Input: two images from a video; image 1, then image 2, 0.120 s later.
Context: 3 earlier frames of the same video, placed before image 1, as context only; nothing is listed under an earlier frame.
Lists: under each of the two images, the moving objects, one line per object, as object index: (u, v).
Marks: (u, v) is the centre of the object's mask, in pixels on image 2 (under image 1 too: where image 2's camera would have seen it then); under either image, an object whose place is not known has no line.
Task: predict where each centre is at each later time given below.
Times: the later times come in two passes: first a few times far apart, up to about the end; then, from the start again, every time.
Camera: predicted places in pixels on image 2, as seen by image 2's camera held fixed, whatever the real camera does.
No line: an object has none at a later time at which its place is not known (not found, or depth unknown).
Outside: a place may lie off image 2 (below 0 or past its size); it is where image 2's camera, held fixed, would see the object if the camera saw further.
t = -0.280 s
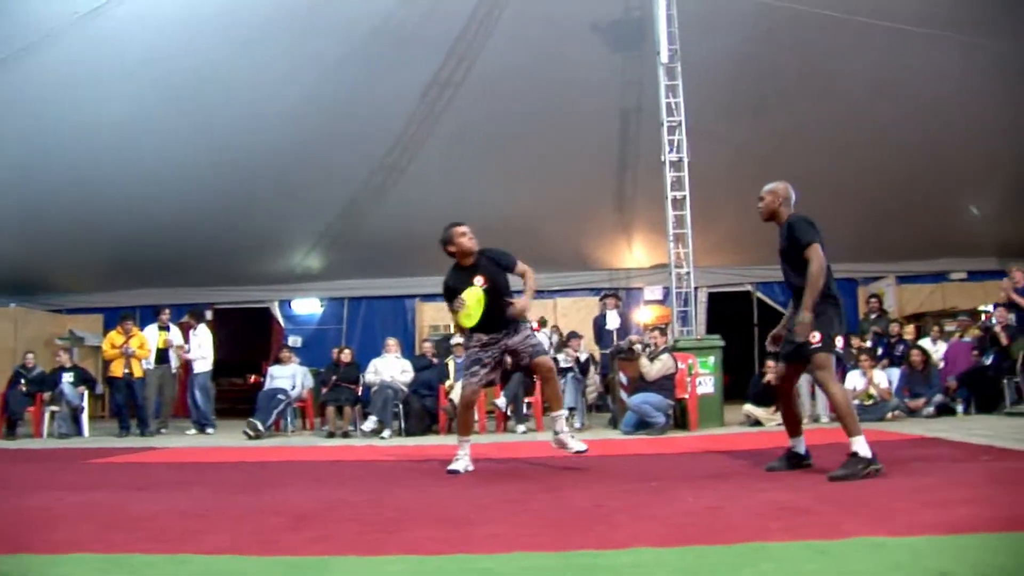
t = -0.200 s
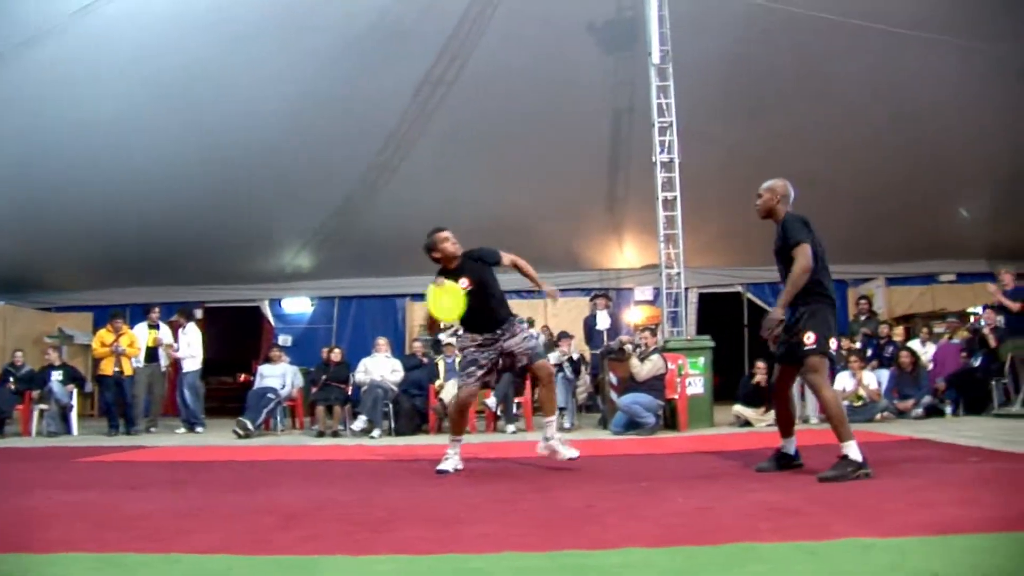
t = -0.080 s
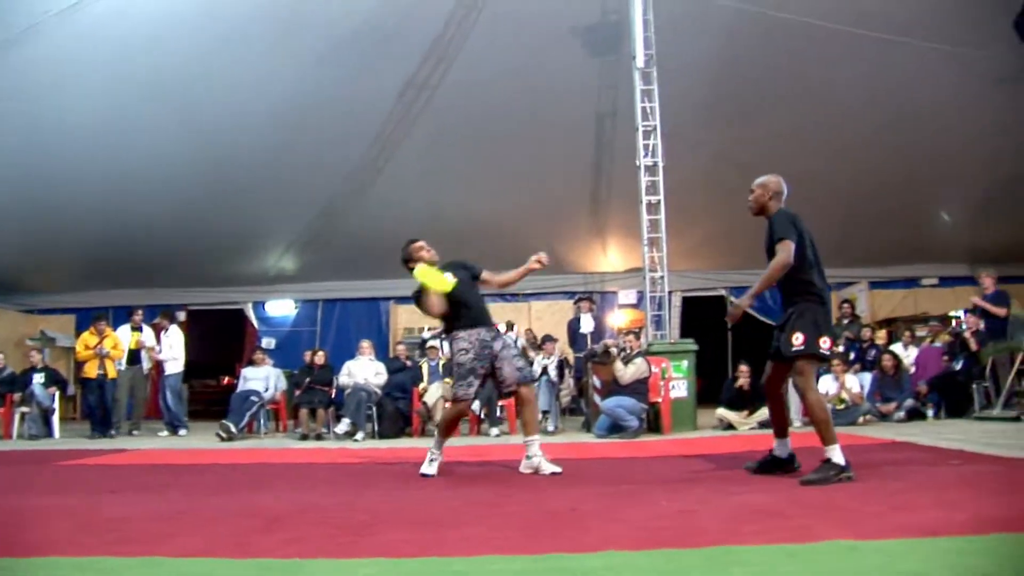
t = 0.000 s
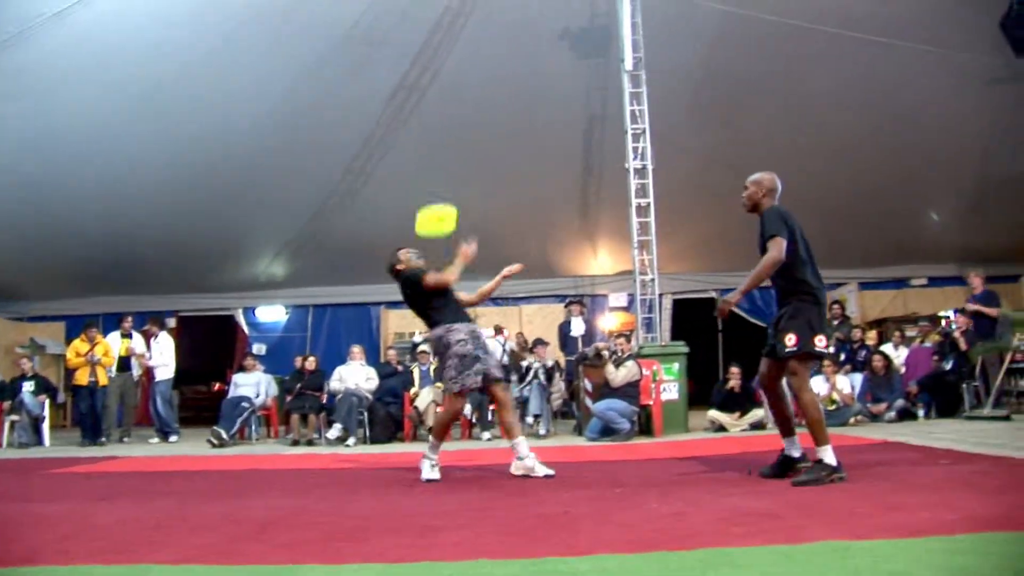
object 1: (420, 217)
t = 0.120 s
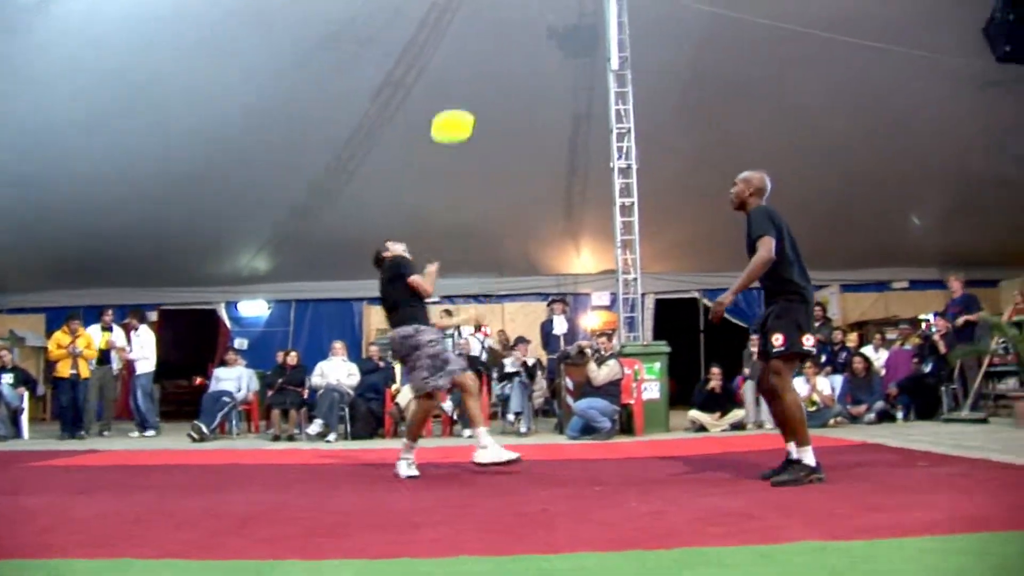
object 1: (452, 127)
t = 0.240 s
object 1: (486, 63)
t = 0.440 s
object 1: (544, 6)
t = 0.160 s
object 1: (463, 103)
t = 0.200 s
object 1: (475, 82)
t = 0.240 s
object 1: (486, 63)
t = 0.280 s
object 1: (498, 46)
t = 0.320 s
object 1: (509, 32)
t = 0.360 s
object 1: (521, 19)
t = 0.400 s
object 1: (532, 10)
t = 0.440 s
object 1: (544, 6)
